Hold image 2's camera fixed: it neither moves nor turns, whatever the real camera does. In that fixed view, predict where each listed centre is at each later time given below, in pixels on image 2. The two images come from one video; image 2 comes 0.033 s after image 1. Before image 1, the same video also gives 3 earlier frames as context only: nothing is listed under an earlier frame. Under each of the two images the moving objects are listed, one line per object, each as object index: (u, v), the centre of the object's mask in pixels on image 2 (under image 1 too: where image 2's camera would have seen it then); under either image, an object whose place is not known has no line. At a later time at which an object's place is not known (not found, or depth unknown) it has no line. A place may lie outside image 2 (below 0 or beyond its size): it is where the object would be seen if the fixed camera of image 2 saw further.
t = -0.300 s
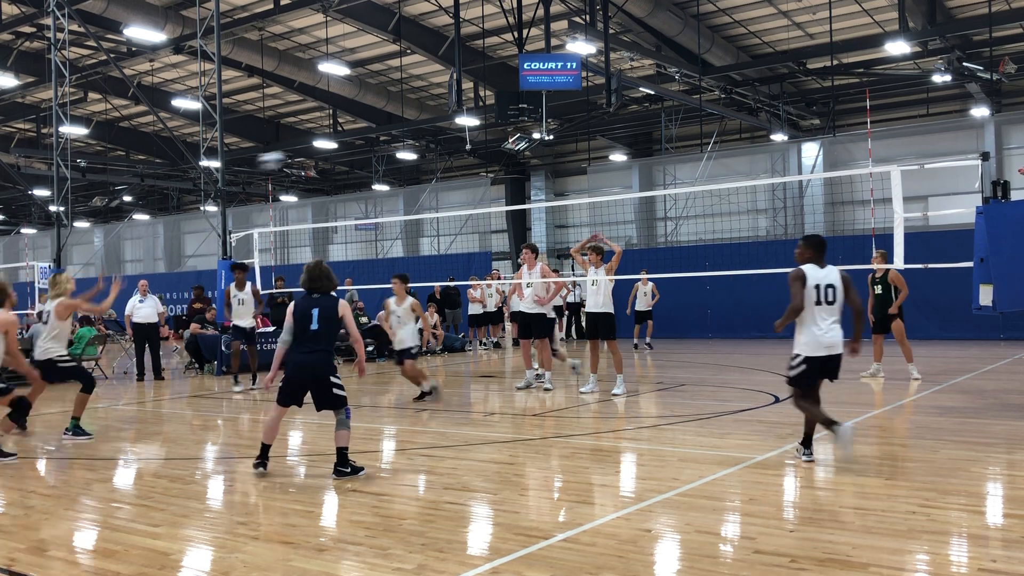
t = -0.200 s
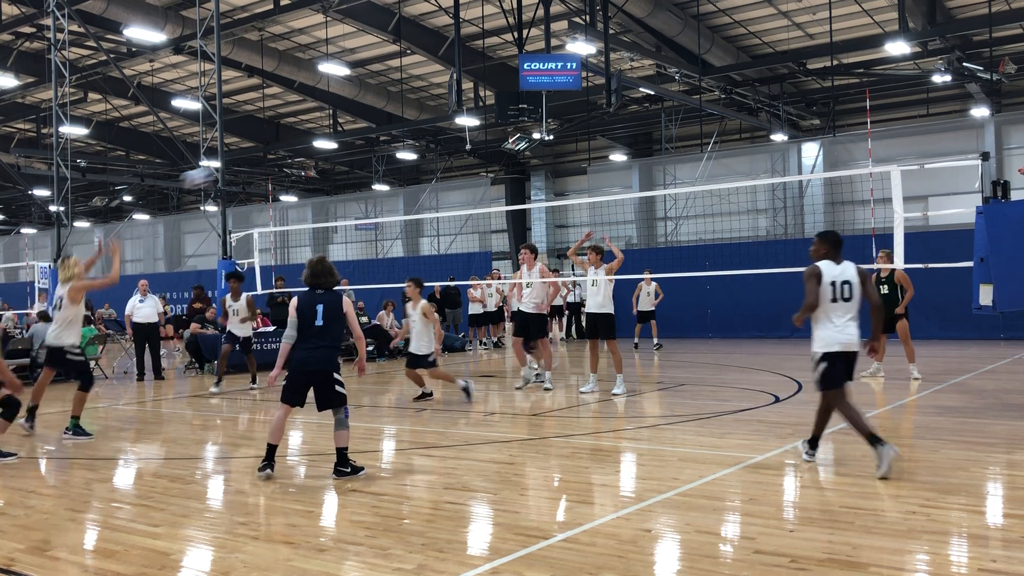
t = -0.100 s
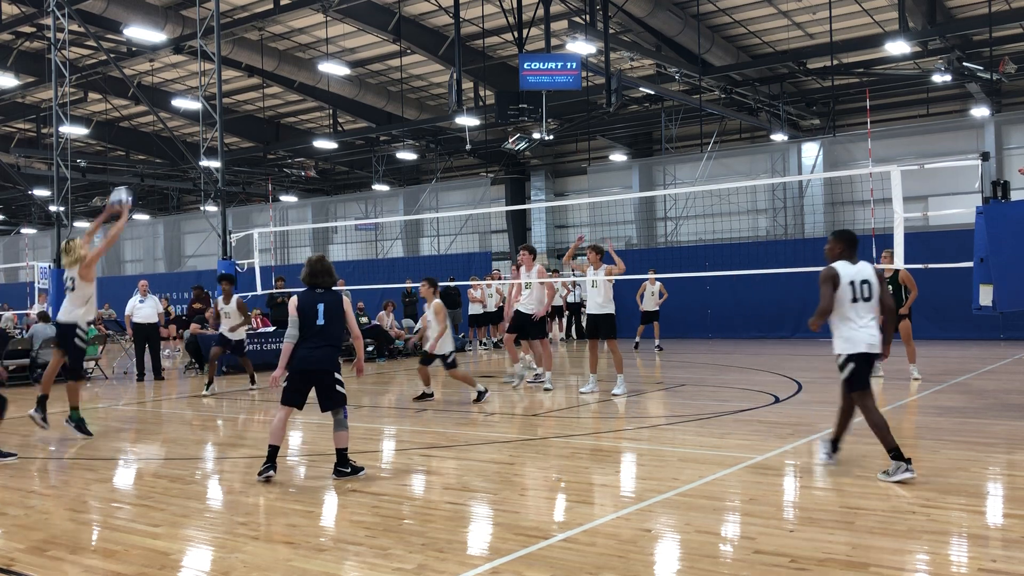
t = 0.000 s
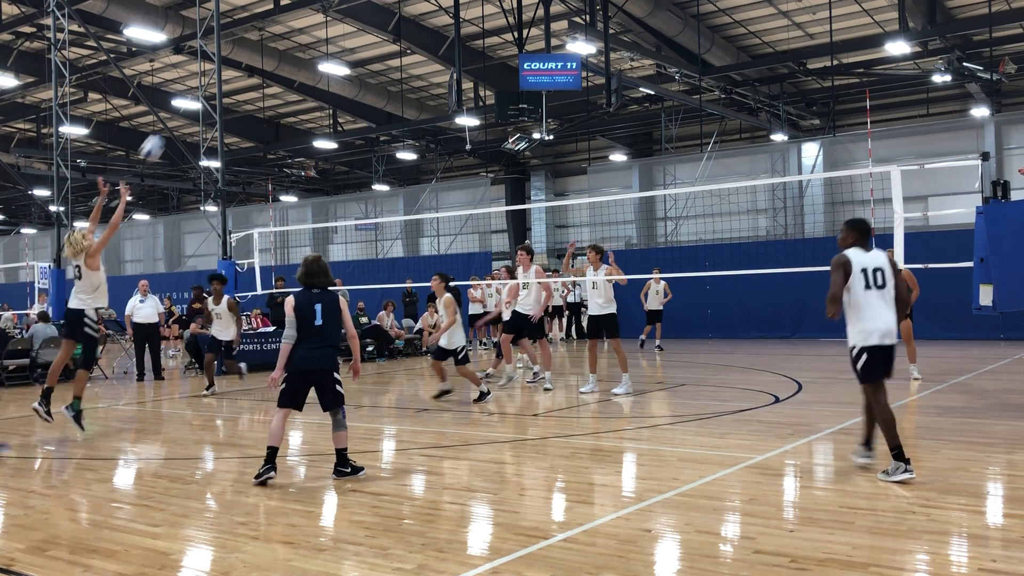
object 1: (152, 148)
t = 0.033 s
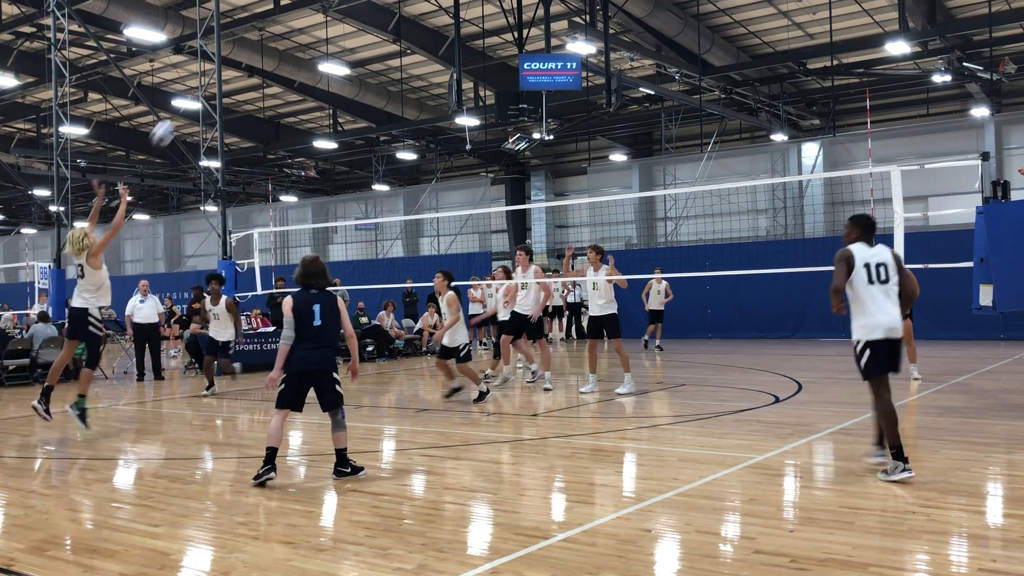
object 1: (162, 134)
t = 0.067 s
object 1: (175, 118)
